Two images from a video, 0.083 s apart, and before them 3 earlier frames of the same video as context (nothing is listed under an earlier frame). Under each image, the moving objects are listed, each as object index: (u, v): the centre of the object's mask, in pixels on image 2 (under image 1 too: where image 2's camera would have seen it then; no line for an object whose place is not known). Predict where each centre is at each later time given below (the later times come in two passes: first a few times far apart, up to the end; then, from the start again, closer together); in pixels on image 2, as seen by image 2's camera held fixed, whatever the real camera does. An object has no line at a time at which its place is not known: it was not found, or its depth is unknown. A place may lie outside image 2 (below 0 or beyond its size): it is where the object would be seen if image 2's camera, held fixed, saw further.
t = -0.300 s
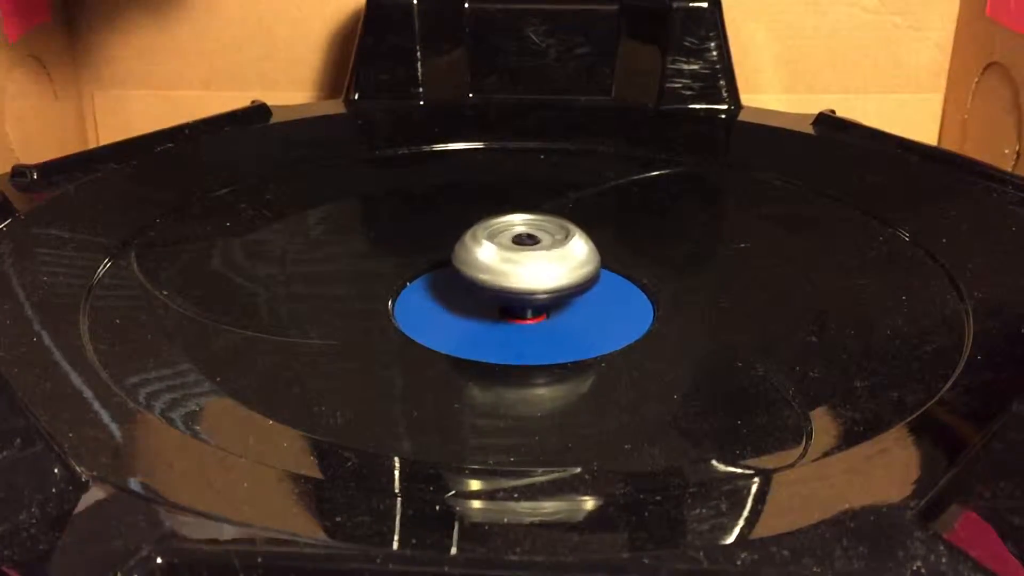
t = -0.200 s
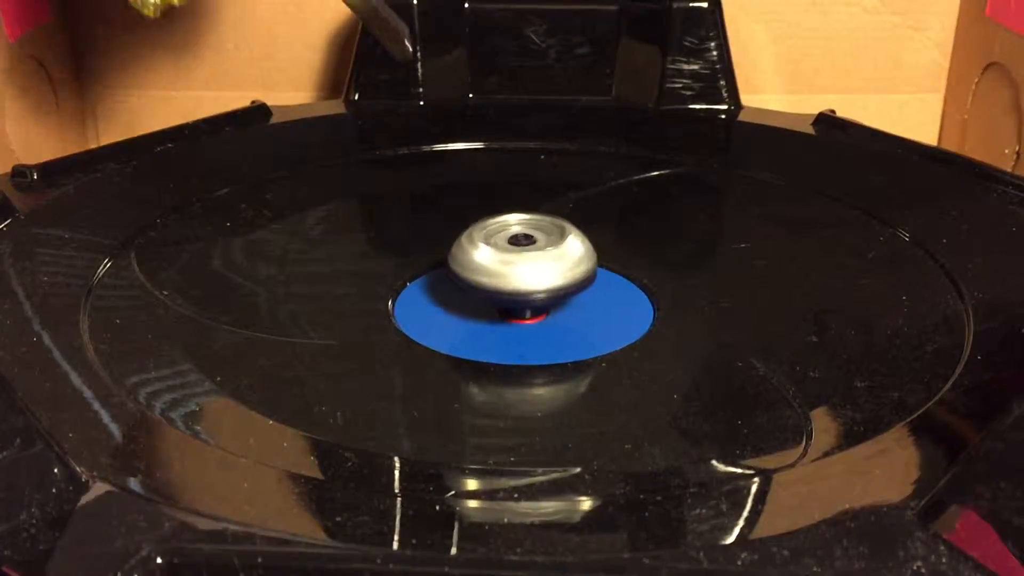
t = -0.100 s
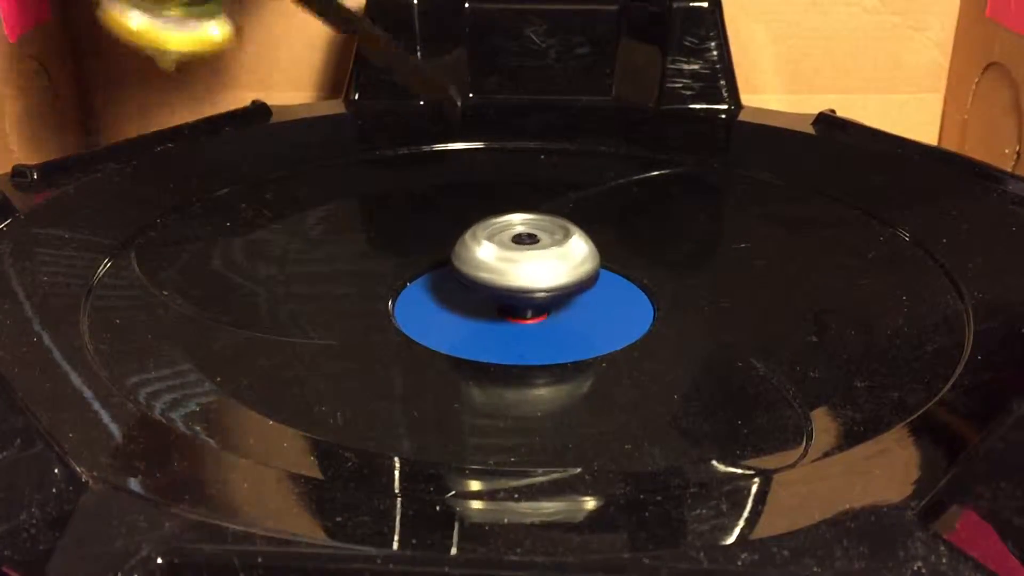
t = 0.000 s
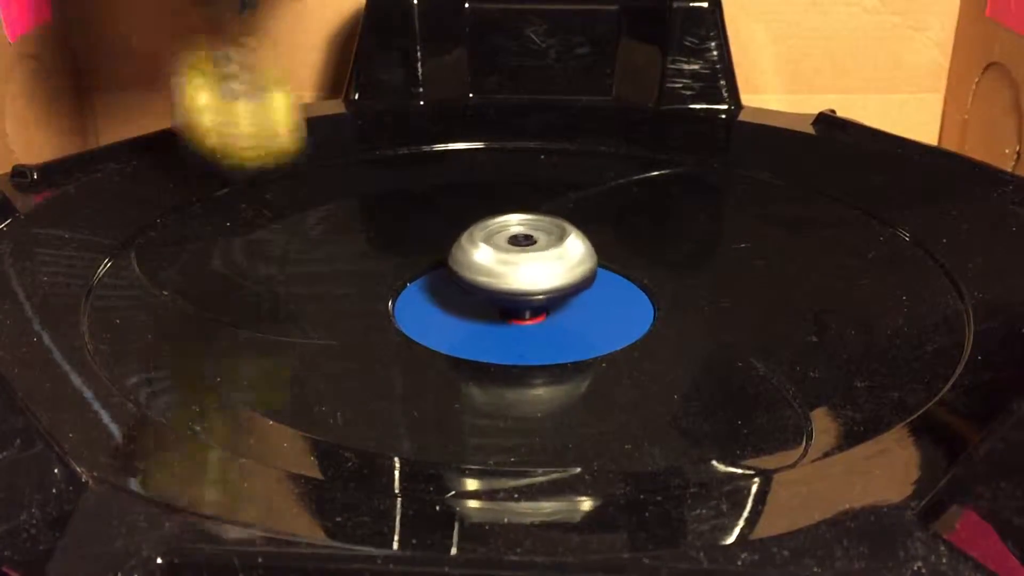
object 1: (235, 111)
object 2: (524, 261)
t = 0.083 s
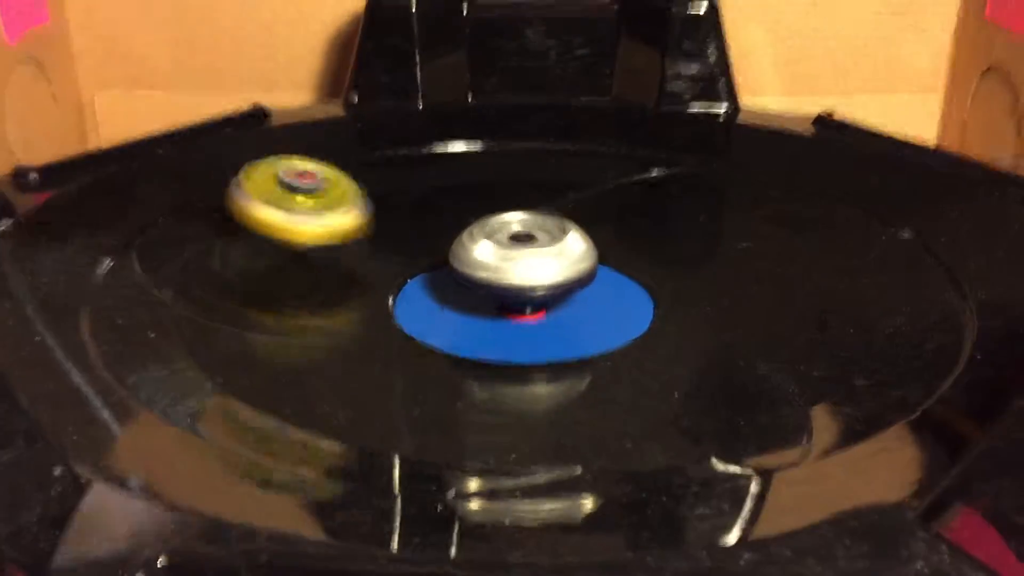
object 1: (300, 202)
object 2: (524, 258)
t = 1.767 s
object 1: (786, 171)
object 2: (526, 261)
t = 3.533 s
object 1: (605, 378)
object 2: (526, 260)
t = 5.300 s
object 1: (290, 213)
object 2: (525, 261)
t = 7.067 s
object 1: (736, 203)
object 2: (526, 261)
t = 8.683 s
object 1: (522, 338)
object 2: (525, 253)
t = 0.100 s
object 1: (317, 206)
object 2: (528, 257)
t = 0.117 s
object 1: (335, 211)
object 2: (528, 259)
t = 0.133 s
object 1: (353, 216)
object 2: (525, 260)
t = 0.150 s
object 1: (373, 220)
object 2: (524, 260)
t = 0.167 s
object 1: (392, 223)
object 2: (527, 261)
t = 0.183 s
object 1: (403, 221)
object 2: (531, 262)
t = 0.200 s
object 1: (401, 215)
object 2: (528, 265)
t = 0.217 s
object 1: (400, 206)
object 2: (519, 263)
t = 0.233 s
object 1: (401, 199)
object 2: (521, 259)
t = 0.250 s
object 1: (404, 191)
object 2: (531, 259)
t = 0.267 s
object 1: (407, 185)
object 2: (531, 262)
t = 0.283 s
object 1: (411, 177)
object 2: (524, 261)
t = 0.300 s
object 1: (416, 172)
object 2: (523, 260)
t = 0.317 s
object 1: (421, 166)
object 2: (532, 258)
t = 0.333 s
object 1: (425, 162)
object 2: (533, 261)
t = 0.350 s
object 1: (429, 158)
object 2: (524, 260)
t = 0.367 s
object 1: (433, 153)
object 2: (525, 258)
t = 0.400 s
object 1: (441, 146)
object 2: (527, 260)
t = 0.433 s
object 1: (447, 139)
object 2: (526, 260)
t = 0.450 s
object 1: (448, 136)
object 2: (528, 262)
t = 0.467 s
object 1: (449, 134)
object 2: (526, 260)
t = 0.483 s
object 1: (448, 131)
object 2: (526, 260)
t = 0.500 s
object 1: (447, 130)
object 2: (528, 260)
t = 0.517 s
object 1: (444, 129)
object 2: (526, 261)
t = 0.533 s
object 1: (441, 128)
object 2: (525, 260)
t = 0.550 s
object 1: (438, 127)
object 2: (526, 260)
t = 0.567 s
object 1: (434, 126)
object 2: (526, 261)
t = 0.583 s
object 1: (429, 126)
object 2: (526, 261)
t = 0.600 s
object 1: (426, 126)
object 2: (526, 260)
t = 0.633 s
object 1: (418, 126)
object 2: (525, 261)
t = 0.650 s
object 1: (415, 126)
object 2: (525, 261)
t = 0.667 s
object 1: (411, 126)
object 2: (525, 261)
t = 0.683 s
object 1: (408, 126)
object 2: (525, 261)
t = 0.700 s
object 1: (405, 127)
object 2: (525, 261)
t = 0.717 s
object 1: (403, 127)
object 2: (525, 260)
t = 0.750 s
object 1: (398, 130)
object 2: (526, 261)
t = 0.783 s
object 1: (393, 133)
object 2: (526, 261)
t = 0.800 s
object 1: (391, 135)
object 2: (525, 261)
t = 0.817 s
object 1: (390, 137)
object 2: (525, 260)
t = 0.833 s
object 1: (388, 139)
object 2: (526, 261)
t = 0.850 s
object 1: (387, 142)
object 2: (525, 261)
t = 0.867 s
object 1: (386, 144)
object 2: (525, 261)
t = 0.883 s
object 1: (385, 147)
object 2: (526, 260)
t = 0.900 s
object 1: (384, 151)
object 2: (525, 261)
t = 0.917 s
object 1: (384, 153)
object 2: (525, 261)
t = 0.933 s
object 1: (386, 156)
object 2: (526, 261)
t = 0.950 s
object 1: (391, 158)
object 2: (525, 260)
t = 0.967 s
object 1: (396, 160)
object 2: (525, 260)
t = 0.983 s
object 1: (403, 162)
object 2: (525, 261)
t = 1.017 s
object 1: (417, 166)
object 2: (524, 261)
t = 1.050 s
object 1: (432, 169)
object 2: (524, 261)
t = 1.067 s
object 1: (439, 170)
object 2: (524, 261)
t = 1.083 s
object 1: (447, 172)
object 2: (524, 262)
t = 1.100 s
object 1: (455, 173)
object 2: (525, 261)
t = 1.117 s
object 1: (463, 175)
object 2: (525, 261)
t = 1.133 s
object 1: (471, 177)
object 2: (525, 261)
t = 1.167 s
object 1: (489, 178)
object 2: (525, 261)
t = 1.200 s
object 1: (506, 180)
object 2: (525, 262)
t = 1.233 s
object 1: (524, 181)
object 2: (525, 261)
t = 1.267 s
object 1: (548, 183)
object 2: (526, 261)
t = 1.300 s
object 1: (571, 186)
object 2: (525, 261)
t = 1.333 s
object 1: (594, 189)
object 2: (525, 261)
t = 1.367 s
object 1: (616, 192)
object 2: (525, 261)
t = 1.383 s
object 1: (627, 192)
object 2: (526, 261)
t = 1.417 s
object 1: (649, 193)
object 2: (525, 261)
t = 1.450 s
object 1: (671, 193)
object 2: (525, 261)
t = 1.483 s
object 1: (691, 192)
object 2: (525, 261)
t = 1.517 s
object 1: (709, 191)
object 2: (526, 260)
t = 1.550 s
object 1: (724, 189)
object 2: (525, 261)
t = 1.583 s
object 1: (739, 187)
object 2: (525, 261)
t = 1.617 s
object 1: (753, 185)
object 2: (525, 261)
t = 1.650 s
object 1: (767, 184)
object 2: (526, 260)
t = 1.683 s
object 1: (780, 181)
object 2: (526, 260)
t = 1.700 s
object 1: (785, 179)
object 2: (526, 261)
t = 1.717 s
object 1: (787, 177)
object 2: (526, 260)
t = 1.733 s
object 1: (788, 175)
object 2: (525, 261)
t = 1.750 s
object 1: (787, 173)
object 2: (526, 261)
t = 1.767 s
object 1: (786, 171)
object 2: (526, 261)
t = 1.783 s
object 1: (786, 169)
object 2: (526, 260)
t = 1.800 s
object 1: (786, 167)
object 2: (525, 261)
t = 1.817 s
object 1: (786, 165)
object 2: (526, 260)
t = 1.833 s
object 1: (786, 163)
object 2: (526, 260)
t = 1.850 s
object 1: (784, 161)
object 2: (525, 261)
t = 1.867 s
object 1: (782, 160)
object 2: (526, 260)
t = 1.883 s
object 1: (780, 159)
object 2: (526, 260)
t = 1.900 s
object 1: (777, 159)
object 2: (526, 260)
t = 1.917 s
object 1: (774, 159)
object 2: (526, 261)
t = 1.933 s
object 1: (771, 159)
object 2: (525, 261)
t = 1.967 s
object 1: (764, 160)
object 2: (526, 261)
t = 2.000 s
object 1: (756, 160)
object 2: (526, 261)
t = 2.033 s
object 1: (748, 160)
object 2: (526, 261)
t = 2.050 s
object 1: (744, 161)
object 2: (525, 261)
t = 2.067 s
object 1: (740, 162)
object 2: (525, 261)
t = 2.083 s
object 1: (736, 162)
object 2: (525, 261)
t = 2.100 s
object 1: (732, 163)
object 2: (525, 261)
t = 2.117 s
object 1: (730, 165)
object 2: (526, 261)
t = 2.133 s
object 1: (728, 166)
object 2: (526, 261)
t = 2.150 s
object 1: (727, 169)
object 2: (526, 260)
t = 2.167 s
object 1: (726, 171)
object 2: (526, 261)
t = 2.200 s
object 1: (726, 175)
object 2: (526, 260)
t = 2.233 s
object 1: (725, 180)
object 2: (526, 261)
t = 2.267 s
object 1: (724, 184)
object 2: (526, 260)
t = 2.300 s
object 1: (723, 190)
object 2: (526, 260)
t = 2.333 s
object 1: (721, 195)
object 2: (526, 260)
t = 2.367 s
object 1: (719, 201)
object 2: (526, 260)
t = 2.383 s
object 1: (718, 203)
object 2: (526, 260)
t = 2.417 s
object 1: (715, 208)
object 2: (526, 260)
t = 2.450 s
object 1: (712, 214)
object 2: (526, 260)
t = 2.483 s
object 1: (709, 220)
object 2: (526, 260)
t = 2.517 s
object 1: (706, 226)
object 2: (526, 260)
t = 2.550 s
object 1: (703, 232)
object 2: (526, 260)
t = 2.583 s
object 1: (700, 239)
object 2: (526, 260)
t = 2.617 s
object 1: (697, 245)
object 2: (526, 260)
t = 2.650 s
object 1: (694, 251)
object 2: (525, 260)
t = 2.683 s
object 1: (690, 258)
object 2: (525, 260)
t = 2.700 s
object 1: (689, 261)
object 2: (525, 260)
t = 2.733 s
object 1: (685, 268)
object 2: (526, 260)
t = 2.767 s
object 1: (682, 274)
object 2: (525, 260)
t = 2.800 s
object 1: (679, 281)
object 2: (525, 260)
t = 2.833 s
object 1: (676, 287)
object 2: (525, 260)
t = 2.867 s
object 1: (673, 294)
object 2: (525, 260)
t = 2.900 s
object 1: (670, 300)
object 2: (526, 260)
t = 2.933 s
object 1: (668, 306)
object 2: (525, 260)
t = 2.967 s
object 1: (665, 312)
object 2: (525, 260)
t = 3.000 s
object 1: (662, 318)
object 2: (526, 260)
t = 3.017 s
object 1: (661, 321)
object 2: (526, 260)
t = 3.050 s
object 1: (658, 327)
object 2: (526, 260)
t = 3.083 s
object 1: (655, 332)
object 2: (526, 260)
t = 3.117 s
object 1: (653, 338)
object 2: (526, 260)
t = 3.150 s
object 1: (650, 343)
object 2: (526, 260)
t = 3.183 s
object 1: (648, 348)
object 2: (526, 260)
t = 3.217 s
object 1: (646, 353)
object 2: (526, 260)
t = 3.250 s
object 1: (644, 356)
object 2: (526, 260)
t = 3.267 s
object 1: (642, 358)
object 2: (526, 260)
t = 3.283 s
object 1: (641, 360)
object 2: (526, 260)
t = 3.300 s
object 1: (639, 361)
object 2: (526, 260)
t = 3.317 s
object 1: (638, 363)
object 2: (526, 260)
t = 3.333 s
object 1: (636, 364)
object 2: (526, 260)
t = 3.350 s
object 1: (635, 366)
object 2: (526, 260)
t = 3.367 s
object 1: (633, 367)
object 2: (526, 260)
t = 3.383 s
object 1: (630, 369)
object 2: (526, 260)
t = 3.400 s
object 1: (628, 370)
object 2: (526, 260)
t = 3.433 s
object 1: (623, 372)
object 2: (526, 260)
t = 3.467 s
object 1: (618, 374)
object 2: (526, 260)
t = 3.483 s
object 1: (615, 375)
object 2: (526, 260)
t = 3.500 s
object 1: (612, 376)
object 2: (526, 260)
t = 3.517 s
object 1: (608, 377)
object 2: (526, 260)
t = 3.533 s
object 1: (605, 378)
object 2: (526, 260)
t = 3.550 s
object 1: (601, 378)
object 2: (526, 260)
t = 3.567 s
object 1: (598, 378)
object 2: (526, 260)
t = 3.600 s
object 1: (591, 379)
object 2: (526, 260)
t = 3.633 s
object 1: (583, 379)
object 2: (526, 260)
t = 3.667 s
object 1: (574, 379)
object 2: (526, 260)
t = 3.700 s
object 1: (566, 379)
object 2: (526, 260)
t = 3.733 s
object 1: (557, 378)
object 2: (526, 260)
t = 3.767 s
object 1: (550, 377)
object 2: (526, 260)
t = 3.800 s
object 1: (541, 376)
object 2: (526, 259)
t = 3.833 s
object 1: (533, 374)
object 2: (526, 260)
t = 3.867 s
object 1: (525, 372)
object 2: (526, 259)
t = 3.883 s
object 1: (521, 371)
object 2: (526, 259)
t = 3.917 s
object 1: (514, 369)
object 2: (527, 258)
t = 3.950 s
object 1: (507, 366)
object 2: (527, 259)
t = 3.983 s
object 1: (500, 363)
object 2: (526, 258)
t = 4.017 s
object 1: (495, 361)
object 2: (527, 258)
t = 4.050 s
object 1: (491, 358)
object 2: (527, 258)
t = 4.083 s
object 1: (484, 354)
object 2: (527, 258)
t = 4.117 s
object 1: (476, 349)
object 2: (527, 257)
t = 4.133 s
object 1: (473, 347)
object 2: (527, 257)
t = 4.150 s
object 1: (469, 344)
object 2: (527, 257)
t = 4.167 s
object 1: (466, 342)
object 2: (527, 256)
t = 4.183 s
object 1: (463, 340)
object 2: (528, 257)
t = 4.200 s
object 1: (459, 337)
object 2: (528, 257)
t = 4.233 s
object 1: (452, 332)
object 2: (528, 256)
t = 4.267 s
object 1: (446, 327)
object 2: (529, 257)
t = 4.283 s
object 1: (443, 324)
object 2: (529, 257)
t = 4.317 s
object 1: (437, 319)
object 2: (530, 257)
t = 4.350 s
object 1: (432, 313)
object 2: (530, 258)
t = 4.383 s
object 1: (426, 307)
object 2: (531, 258)
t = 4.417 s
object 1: (421, 301)
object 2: (531, 258)
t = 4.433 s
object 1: (418, 298)
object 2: (531, 259)
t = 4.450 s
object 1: (416, 295)
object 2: (531, 259)
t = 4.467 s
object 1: (399, 295)
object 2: (531, 259)
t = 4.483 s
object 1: (377, 297)
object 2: (533, 259)
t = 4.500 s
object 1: (358, 298)
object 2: (530, 261)
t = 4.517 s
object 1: (341, 298)
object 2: (525, 259)
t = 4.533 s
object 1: (327, 297)
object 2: (528, 258)
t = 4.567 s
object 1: (308, 296)
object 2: (523, 259)
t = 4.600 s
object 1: (299, 294)
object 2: (527, 260)
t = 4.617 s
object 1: (296, 292)
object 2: (525, 261)
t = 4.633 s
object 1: (293, 291)
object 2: (524, 261)
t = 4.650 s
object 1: (291, 289)
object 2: (528, 261)
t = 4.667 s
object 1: (289, 287)
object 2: (528, 261)
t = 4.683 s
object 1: (287, 286)
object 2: (525, 260)
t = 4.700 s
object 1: (285, 284)
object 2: (526, 261)
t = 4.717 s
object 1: (284, 283)
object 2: (527, 261)
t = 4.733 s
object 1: (284, 281)
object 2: (525, 261)
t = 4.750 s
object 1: (287, 280)
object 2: (526, 261)
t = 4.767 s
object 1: (293, 279)
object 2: (526, 261)
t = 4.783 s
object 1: (297, 275)
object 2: (526, 261)
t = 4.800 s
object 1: (301, 271)
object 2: (526, 261)
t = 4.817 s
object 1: (302, 267)
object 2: (526, 261)
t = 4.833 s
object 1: (303, 263)
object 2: (526, 261)
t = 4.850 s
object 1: (302, 259)
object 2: (526, 261)
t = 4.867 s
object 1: (301, 256)
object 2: (525, 261)
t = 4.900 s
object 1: (297, 252)
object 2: (526, 261)
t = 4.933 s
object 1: (294, 248)
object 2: (526, 261)
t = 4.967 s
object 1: (290, 244)
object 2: (526, 261)
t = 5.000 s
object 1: (288, 241)
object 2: (526, 261)
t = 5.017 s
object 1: (287, 239)
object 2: (526, 261)
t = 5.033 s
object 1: (286, 237)
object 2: (526, 261)
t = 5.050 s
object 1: (286, 236)
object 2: (526, 261)
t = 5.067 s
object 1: (285, 234)
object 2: (526, 261)
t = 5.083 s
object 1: (285, 232)
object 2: (526, 261)
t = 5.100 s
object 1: (284, 230)
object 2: (525, 261)
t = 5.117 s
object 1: (284, 229)
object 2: (525, 261)
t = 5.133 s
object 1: (283, 227)
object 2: (525, 261)
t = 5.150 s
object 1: (283, 226)
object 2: (525, 261)
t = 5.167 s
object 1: (283, 224)
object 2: (526, 261)
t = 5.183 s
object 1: (284, 223)
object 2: (526, 261)
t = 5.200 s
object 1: (284, 221)
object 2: (525, 261)
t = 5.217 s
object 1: (285, 220)
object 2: (526, 260)
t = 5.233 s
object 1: (286, 219)
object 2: (525, 261)
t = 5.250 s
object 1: (286, 217)
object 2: (525, 261)
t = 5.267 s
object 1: (287, 216)
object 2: (525, 261)
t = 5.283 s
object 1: (288, 215)
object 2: (525, 261)
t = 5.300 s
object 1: (290, 213)
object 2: (525, 261)
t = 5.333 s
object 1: (293, 211)
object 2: (525, 261)
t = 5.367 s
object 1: (296, 208)
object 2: (526, 260)
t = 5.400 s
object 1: (299, 206)
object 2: (526, 260)
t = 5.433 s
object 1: (303, 204)
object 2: (526, 260)
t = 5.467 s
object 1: (308, 202)
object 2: (526, 261)
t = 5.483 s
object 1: (310, 201)
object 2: (526, 260)
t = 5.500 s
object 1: (313, 200)
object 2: (526, 260)
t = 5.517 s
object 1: (315, 199)
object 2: (526, 261)
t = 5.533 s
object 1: (318, 198)
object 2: (526, 261)
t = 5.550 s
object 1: (321, 197)
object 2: (526, 261)
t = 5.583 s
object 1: (327, 196)
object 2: (526, 261)
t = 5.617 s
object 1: (333, 194)
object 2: (526, 260)
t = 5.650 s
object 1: (339, 194)
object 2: (526, 260)
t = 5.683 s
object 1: (345, 193)
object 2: (526, 260)
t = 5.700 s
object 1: (348, 192)
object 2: (526, 260)
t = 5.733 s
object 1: (355, 191)
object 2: (526, 260)
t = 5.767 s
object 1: (361, 191)
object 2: (526, 260)
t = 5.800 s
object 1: (368, 190)
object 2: (526, 260)
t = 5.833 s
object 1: (375, 190)
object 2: (526, 260)
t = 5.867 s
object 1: (383, 189)
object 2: (526, 260)
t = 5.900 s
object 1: (390, 189)
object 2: (526, 261)
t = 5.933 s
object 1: (398, 189)
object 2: (526, 260)
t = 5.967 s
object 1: (407, 189)
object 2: (526, 261)
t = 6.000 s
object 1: (416, 188)
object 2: (525, 261)
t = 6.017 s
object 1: (420, 189)
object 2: (525, 261)
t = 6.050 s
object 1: (430, 189)
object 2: (526, 260)
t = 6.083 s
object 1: (439, 189)
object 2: (526, 261)
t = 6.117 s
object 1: (447, 189)
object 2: (526, 261)
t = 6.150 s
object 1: (456, 188)
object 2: (526, 261)
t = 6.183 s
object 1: (465, 188)
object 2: (526, 261)
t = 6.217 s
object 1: (476, 187)
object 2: (527, 261)
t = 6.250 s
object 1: (487, 187)
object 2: (526, 261)
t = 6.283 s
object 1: (498, 186)
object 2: (526, 261)
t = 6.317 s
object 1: (511, 186)
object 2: (526, 262)
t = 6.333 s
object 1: (518, 186)
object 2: (526, 262)
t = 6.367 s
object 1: (531, 187)
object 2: (525, 262)
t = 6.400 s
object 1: (545, 188)
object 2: (526, 261)
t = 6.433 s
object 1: (558, 189)
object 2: (525, 261)
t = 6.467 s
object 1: (570, 190)
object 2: (526, 261)
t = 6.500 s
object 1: (582, 191)
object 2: (525, 261)
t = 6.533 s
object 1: (593, 192)
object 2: (526, 261)
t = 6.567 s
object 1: (604, 194)
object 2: (526, 261)
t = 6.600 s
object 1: (614, 195)
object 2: (526, 261)
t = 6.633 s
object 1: (624, 196)
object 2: (526, 261)
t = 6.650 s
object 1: (629, 196)
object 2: (526, 261)
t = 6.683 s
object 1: (640, 196)
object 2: (526, 261)
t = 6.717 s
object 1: (650, 196)
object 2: (526, 261)
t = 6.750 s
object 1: (660, 197)
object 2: (526, 261)
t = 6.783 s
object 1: (670, 197)
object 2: (526, 260)
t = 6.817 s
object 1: (679, 198)
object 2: (526, 261)
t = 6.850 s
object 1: (687, 198)
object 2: (526, 260)
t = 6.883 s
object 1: (696, 199)
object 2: (526, 260)
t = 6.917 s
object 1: (704, 200)
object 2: (526, 260)
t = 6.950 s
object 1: (712, 200)
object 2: (526, 261)
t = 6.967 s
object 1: (716, 201)
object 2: (527, 260)
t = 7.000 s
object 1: (723, 201)
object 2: (527, 260)
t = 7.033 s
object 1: (730, 202)
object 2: (527, 260)
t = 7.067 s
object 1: (736, 203)
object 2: (526, 261)
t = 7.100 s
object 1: (742, 205)
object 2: (527, 260)
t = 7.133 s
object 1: (748, 205)
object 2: (526, 260)
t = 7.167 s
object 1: (754, 208)
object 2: (527, 260)
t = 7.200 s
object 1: (759, 210)
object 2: (526, 261)
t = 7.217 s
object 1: (761, 210)
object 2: (526, 261)
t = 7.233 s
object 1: (764, 212)
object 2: (527, 261)
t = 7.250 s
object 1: (766, 212)
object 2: (526, 261)
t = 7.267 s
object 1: (768, 213)
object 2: (526, 261)
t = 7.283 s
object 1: (770, 215)
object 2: (526, 261)
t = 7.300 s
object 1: (772, 216)
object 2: (526, 261)
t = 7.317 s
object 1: (773, 217)
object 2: (526, 260)
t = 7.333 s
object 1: (775, 218)
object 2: (526, 261)
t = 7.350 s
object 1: (776, 220)
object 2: (527, 260)
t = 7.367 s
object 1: (777, 221)
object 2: (527, 260)
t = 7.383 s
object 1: (779, 222)
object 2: (526, 260)
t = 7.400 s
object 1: (780, 224)
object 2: (526, 260)
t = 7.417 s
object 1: (780, 225)
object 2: (527, 260)
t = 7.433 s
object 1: (781, 227)
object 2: (527, 260)
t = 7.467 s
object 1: (781, 230)
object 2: (527, 260)
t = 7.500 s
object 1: (781, 233)
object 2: (527, 260)
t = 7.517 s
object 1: (781, 234)
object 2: (526, 261)
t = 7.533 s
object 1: (781, 236)
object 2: (526, 261)
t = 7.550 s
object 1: (780, 238)
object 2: (526, 261)
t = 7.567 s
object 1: (779, 239)
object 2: (526, 261)
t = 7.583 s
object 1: (778, 241)
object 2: (526, 261)
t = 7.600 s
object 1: (777, 242)
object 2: (526, 261)
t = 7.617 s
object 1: (776, 244)
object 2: (526, 261)
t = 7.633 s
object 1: (774, 246)
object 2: (526, 261)
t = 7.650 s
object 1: (773, 248)
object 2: (526, 261)
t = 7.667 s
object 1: (770, 249)
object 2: (526, 260)
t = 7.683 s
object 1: (768, 251)
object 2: (526, 261)
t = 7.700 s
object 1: (766, 253)
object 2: (526, 260)
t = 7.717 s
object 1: (764, 254)
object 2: (526, 261)
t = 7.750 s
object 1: (759, 258)
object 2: (526, 261)
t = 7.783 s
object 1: (754, 262)
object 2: (526, 261)
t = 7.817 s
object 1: (749, 265)
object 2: (526, 260)
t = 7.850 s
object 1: (743, 269)
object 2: (526, 260)
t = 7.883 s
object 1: (736, 272)
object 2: (527, 260)
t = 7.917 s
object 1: (728, 275)
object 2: (526, 260)
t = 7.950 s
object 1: (720, 278)
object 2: (527, 260)
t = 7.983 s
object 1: (712, 281)
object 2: (527, 260)
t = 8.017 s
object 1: (703, 284)
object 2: (526, 260)
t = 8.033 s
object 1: (698, 286)
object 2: (526, 260)
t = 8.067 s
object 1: (689, 289)
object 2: (526, 261)
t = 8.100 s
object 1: (678, 291)
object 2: (526, 260)
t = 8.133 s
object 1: (668, 294)
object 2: (525, 260)
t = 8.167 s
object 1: (658, 296)
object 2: (524, 259)
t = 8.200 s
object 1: (646, 299)
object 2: (522, 259)
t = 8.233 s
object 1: (634, 301)
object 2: (520, 258)
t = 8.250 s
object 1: (629, 302)
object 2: (519, 256)
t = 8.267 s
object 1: (623, 303)
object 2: (518, 256)
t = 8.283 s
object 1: (619, 305)
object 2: (517, 255)
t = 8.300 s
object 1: (621, 311)
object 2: (520, 255)
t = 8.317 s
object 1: (621, 315)
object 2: (522, 256)
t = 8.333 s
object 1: (619, 318)
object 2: (519, 257)
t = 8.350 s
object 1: (616, 321)
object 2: (519, 257)
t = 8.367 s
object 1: (611, 323)
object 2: (522, 256)
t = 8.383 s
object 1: (607, 325)
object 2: (522, 255)
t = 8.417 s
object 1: (599, 327)
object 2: (522, 254)
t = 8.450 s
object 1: (590, 330)
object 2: (522, 254)
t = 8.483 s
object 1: (581, 332)
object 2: (523, 253)
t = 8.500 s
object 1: (577, 332)
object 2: (522, 253)
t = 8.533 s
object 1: (567, 335)
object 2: (523, 253)
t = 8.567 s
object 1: (557, 336)
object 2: (523, 253)
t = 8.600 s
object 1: (547, 337)
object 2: (524, 253)
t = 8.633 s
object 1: (537, 339)
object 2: (525, 253)
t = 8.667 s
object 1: (527, 338)
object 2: (525, 253)
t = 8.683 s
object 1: (522, 338)
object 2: (525, 253)
